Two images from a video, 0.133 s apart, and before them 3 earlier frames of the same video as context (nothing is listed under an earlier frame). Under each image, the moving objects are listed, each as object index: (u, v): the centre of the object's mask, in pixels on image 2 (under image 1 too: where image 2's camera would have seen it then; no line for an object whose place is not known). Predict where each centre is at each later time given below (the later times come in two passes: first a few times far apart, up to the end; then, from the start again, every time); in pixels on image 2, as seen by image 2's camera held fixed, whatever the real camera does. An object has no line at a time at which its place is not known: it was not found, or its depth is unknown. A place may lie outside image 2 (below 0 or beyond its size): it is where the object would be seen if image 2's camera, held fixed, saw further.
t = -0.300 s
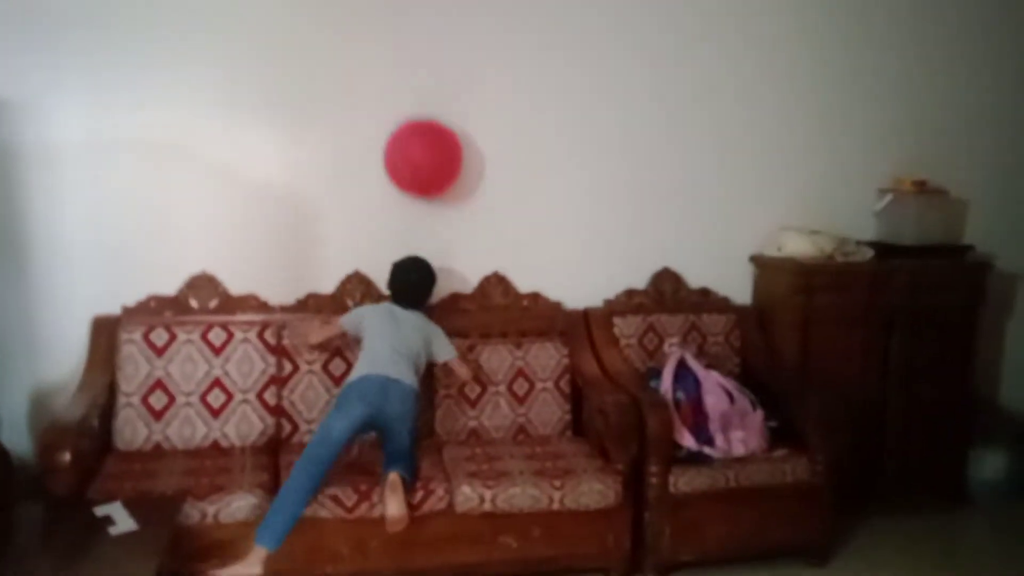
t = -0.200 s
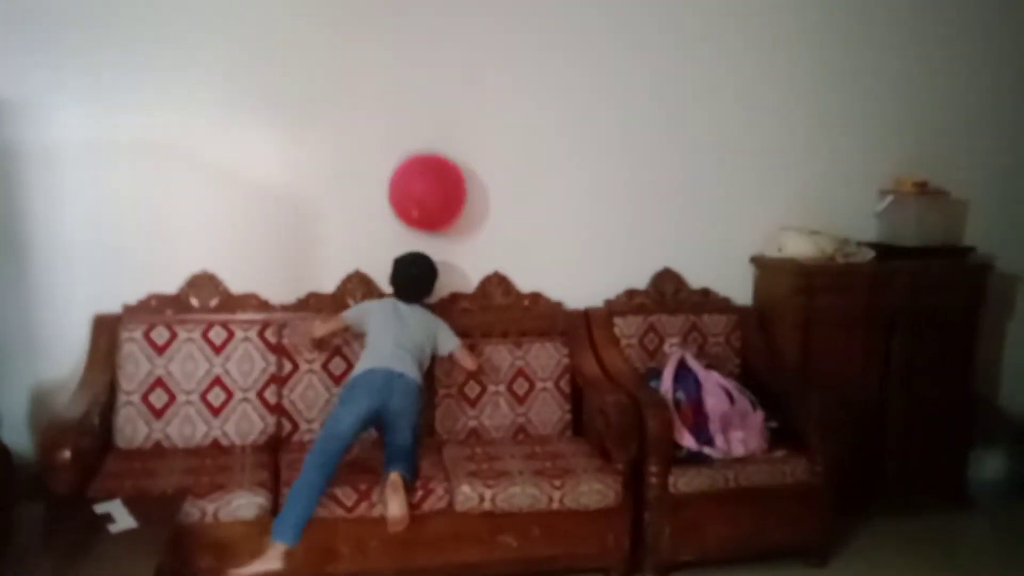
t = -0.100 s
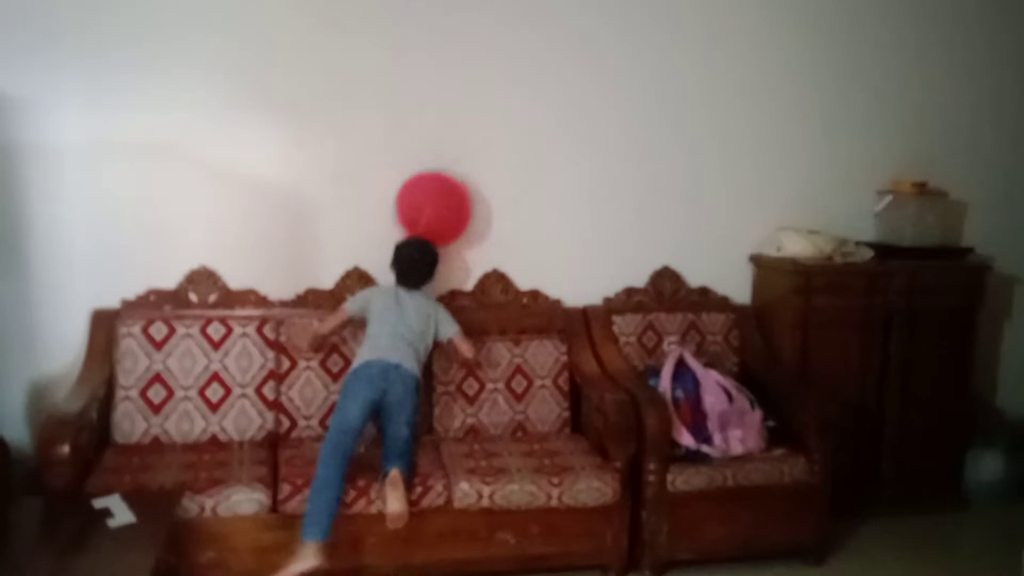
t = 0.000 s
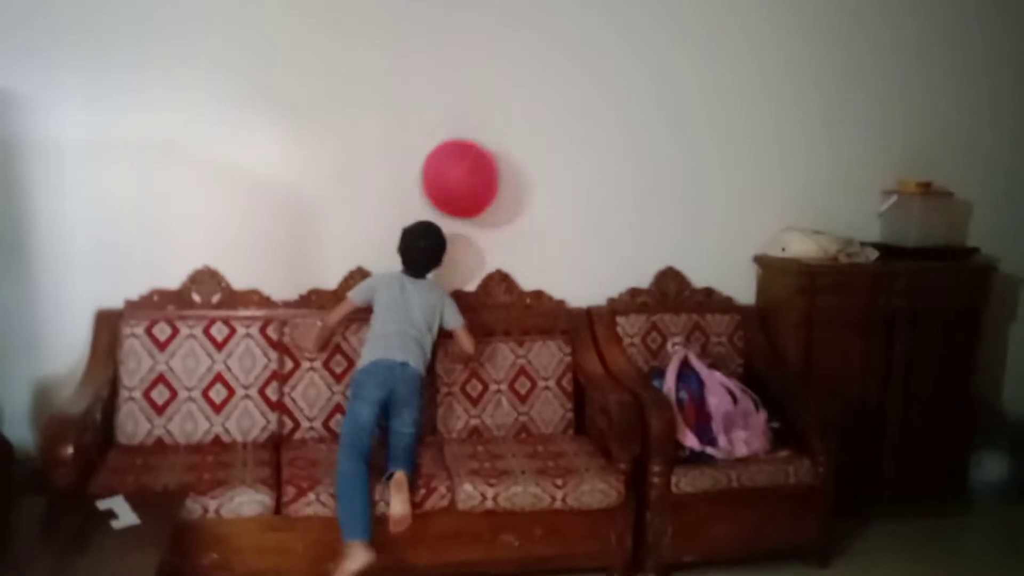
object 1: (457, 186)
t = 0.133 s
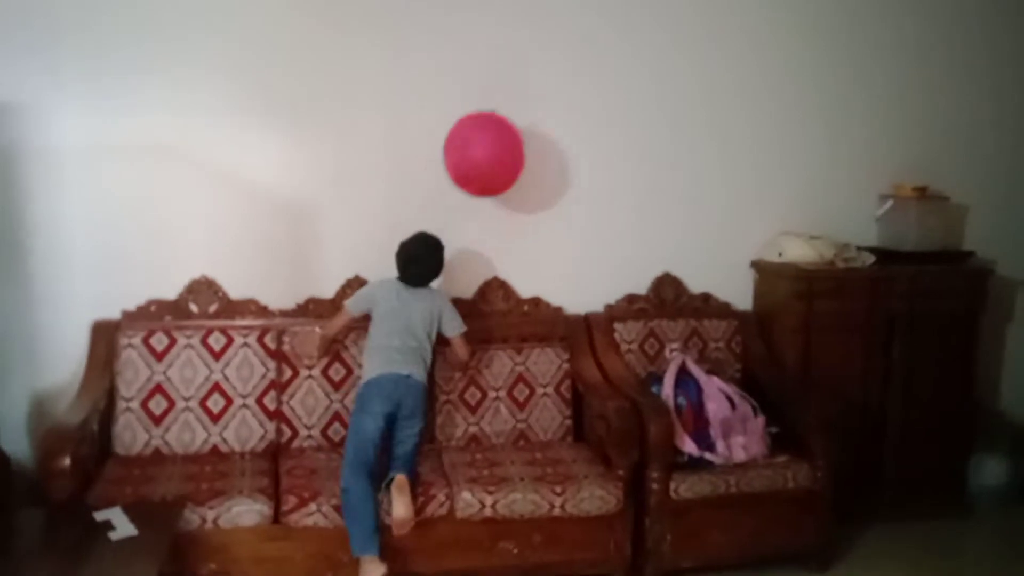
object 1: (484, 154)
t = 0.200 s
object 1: (496, 142)
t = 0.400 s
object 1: (534, 123)
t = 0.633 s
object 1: (577, 129)
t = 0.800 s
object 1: (609, 156)
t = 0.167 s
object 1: (490, 147)
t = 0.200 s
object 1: (496, 142)
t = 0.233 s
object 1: (502, 138)
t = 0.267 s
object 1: (508, 133)
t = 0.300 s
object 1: (515, 129)
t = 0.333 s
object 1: (522, 126)
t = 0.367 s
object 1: (528, 124)
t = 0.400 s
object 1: (534, 123)
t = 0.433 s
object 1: (541, 122)
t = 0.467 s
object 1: (547, 122)
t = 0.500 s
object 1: (553, 122)
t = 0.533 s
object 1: (559, 122)
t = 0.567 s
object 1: (565, 123)
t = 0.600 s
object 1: (572, 124)
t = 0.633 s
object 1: (577, 129)
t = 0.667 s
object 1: (583, 133)
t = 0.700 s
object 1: (590, 138)
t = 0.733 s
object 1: (596, 143)
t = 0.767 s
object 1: (603, 149)
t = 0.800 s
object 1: (609, 156)
